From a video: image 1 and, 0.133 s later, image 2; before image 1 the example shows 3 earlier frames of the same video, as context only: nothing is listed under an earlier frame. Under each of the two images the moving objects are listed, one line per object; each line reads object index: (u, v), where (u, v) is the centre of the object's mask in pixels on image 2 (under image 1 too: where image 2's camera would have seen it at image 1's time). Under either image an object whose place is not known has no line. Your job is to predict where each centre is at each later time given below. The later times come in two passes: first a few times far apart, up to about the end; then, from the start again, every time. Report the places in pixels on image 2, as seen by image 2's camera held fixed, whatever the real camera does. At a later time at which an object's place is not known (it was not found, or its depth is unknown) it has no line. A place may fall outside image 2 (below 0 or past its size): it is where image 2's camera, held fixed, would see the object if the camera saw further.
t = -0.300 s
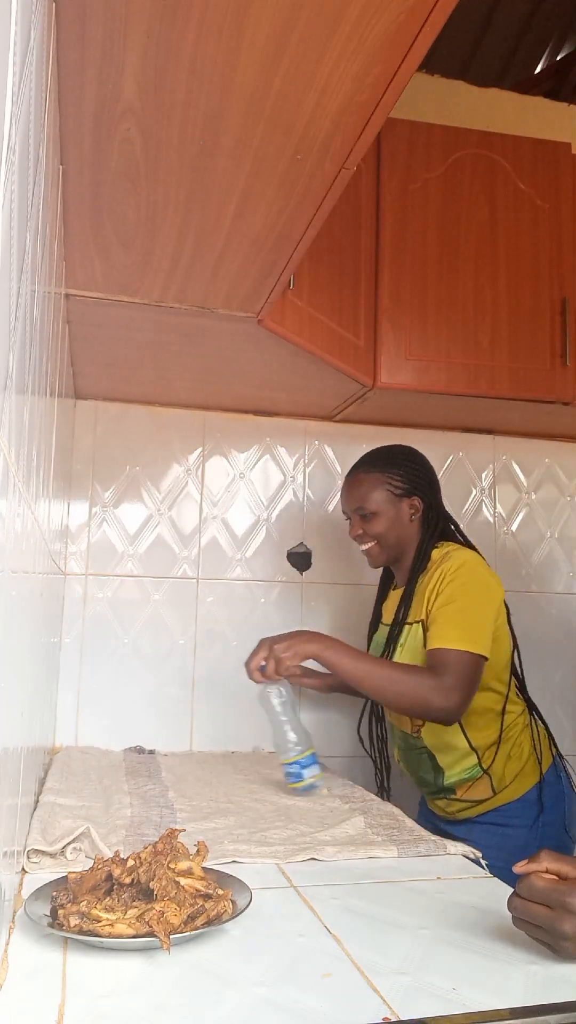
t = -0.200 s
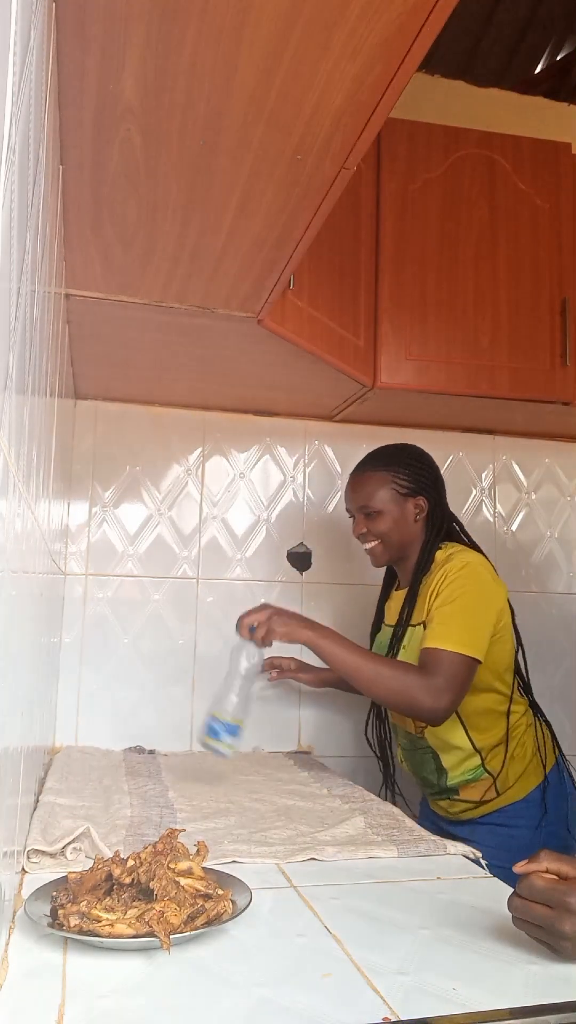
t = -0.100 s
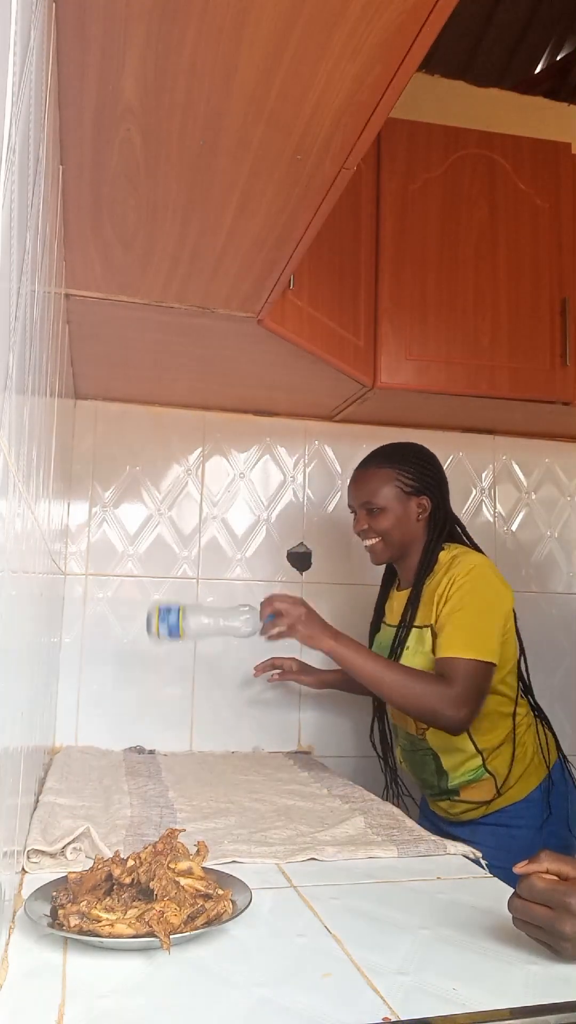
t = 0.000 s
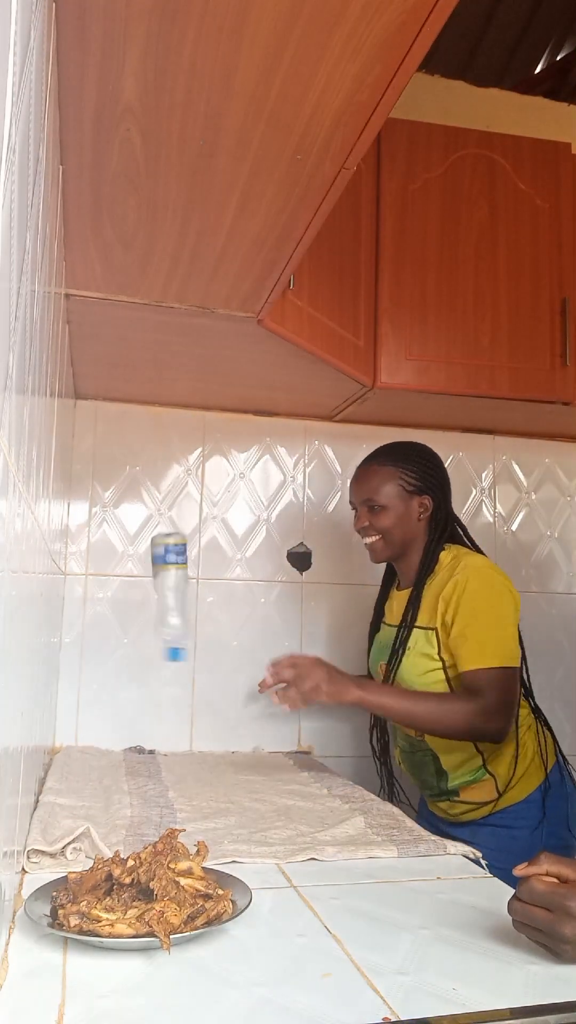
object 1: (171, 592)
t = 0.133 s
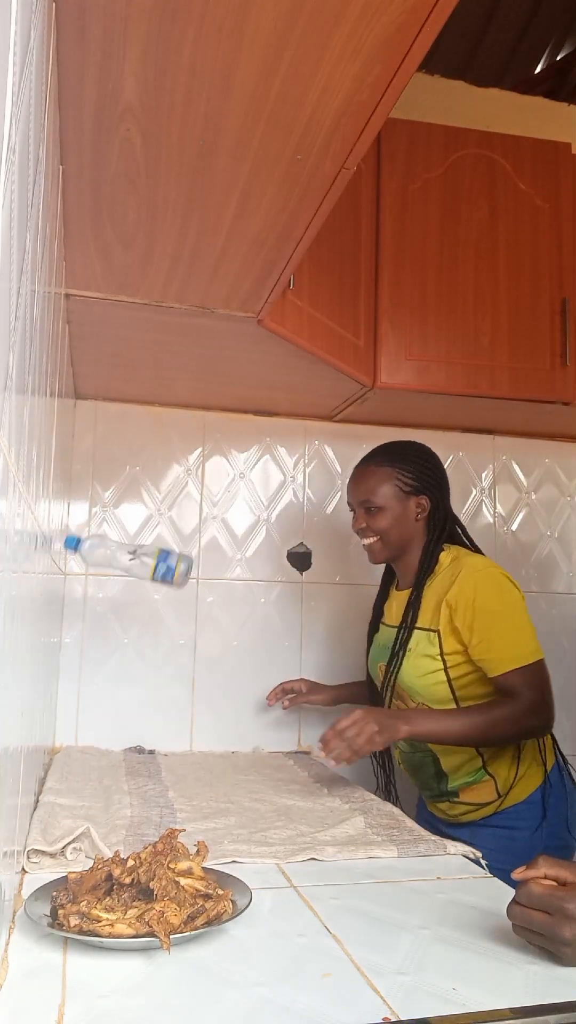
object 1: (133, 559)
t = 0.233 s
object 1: (145, 617)
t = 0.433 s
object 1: (168, 771)
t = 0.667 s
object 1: (178, 783)
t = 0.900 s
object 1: (177, 785)
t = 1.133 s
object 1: (177, 785)
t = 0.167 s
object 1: (136, 567)
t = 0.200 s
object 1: (142, 588)
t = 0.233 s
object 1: (145, 617)
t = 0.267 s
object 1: (147, 653)
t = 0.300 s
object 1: (145, 703)
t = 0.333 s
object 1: (147, 737)
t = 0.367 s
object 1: (156, 746)
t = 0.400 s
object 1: (162, 756)
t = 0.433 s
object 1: (168, 771)
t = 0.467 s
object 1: (173, 781)
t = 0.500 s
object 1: (179, 782)
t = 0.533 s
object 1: (179, 783)
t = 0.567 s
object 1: (178, 783)
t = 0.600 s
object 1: (178, 783)
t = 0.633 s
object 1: (178, 783)
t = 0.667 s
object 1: (178, 783)
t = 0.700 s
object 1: (178, 784)
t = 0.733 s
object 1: (177, 785)
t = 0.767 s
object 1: (177, 785)
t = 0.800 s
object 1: (177, 785)
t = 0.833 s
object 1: (177, 785)
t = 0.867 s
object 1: (177, 785)
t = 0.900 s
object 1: (177, 785)
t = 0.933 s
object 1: (177, 785)
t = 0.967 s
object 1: (177, 785)
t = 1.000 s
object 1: (177, 785)
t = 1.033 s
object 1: (177, 785)
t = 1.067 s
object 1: (177, 785)
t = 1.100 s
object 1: (177, 785)
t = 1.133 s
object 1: (177, 785)
